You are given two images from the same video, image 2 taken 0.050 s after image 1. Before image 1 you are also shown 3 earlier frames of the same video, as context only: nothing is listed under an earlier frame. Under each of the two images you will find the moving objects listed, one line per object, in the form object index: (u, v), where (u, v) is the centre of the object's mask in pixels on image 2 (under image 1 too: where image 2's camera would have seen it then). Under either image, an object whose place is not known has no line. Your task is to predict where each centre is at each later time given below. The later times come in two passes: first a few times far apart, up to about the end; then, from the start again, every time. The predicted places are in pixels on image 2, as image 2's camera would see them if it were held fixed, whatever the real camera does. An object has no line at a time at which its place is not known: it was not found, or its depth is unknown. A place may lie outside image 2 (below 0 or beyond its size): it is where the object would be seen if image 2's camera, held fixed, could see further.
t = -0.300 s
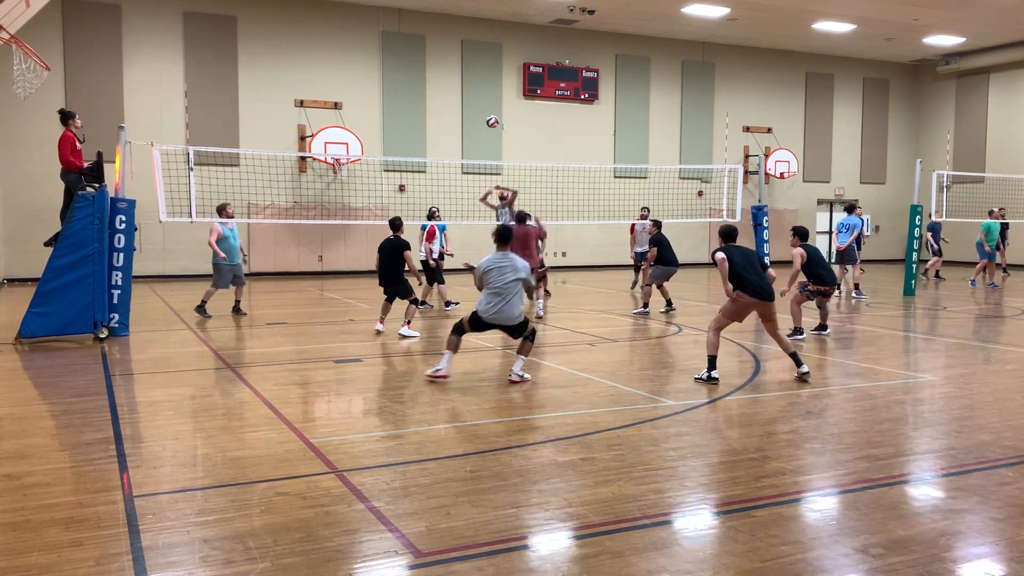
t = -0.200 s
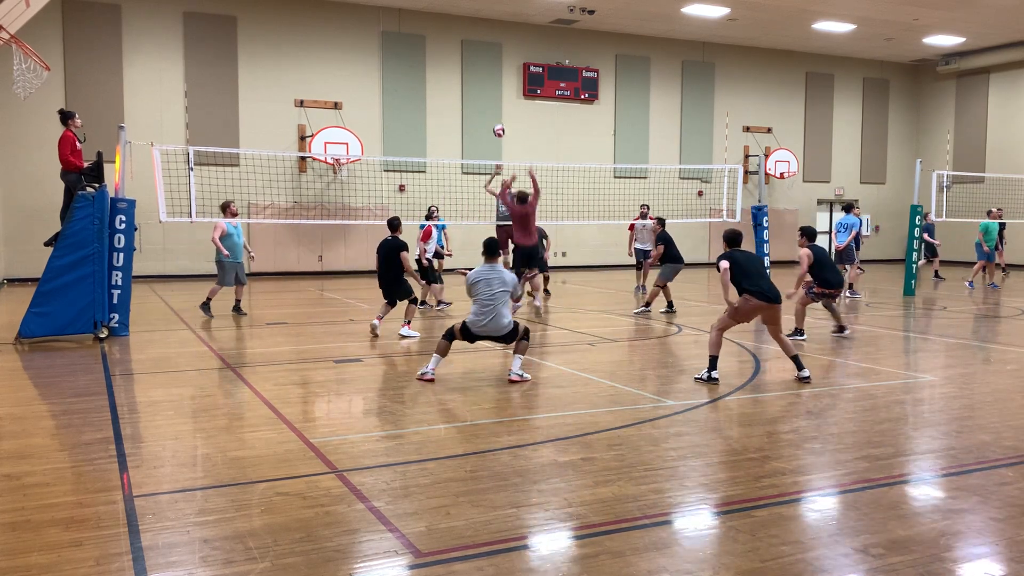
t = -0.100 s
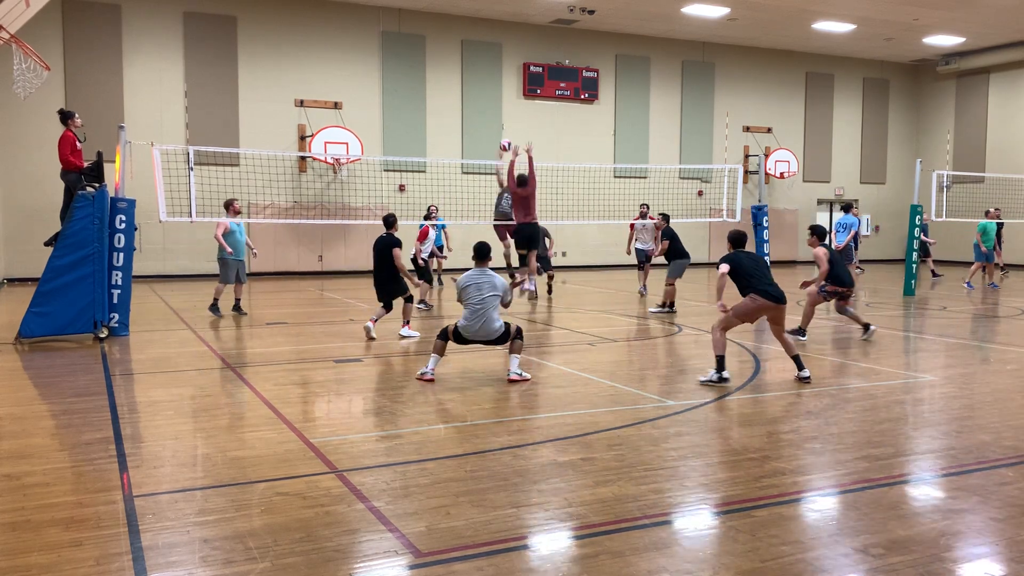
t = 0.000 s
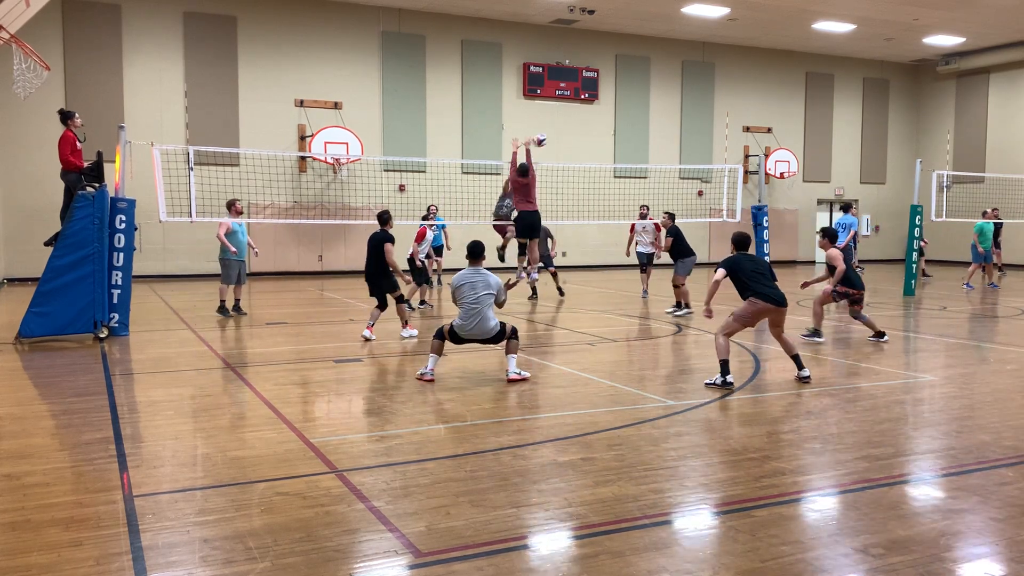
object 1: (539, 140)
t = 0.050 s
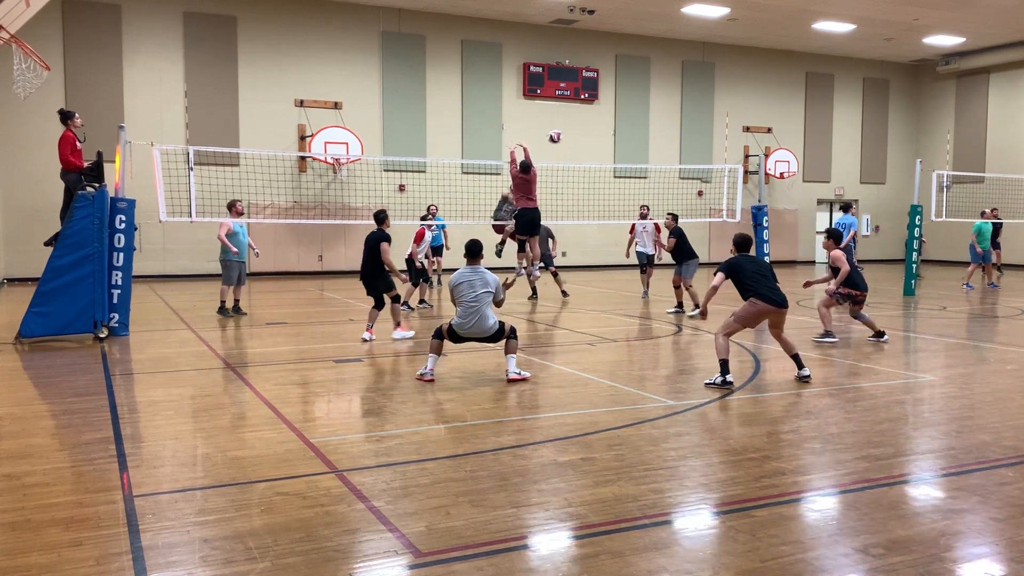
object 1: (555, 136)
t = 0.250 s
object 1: (616, 138)
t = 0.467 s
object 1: (688, 171)
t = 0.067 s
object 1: (559, 136)
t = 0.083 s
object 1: (565, 135)
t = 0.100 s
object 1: (570, 135)
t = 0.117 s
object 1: (575, 134)
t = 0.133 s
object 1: (580, 135)
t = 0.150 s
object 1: (585, 134)
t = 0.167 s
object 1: (591, 134)
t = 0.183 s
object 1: (596, 135)
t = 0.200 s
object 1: (601, 136)
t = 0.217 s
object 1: (606, 136)
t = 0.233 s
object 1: (612, 137)
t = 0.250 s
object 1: (616, 138)
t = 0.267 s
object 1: (623, 139)
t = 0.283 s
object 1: (627, 141)
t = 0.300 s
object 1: (633, 142)
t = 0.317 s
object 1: (639, 145)
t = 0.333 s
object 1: (644, 147)
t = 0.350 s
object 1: (649, 149)
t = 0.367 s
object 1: (654, 152)
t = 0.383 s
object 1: (660, 154)
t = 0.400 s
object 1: (666, 157)
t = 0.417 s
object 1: (670, 160)
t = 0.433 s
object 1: (676, 164)
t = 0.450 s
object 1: (682, 167)
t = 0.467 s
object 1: (688, 171)
